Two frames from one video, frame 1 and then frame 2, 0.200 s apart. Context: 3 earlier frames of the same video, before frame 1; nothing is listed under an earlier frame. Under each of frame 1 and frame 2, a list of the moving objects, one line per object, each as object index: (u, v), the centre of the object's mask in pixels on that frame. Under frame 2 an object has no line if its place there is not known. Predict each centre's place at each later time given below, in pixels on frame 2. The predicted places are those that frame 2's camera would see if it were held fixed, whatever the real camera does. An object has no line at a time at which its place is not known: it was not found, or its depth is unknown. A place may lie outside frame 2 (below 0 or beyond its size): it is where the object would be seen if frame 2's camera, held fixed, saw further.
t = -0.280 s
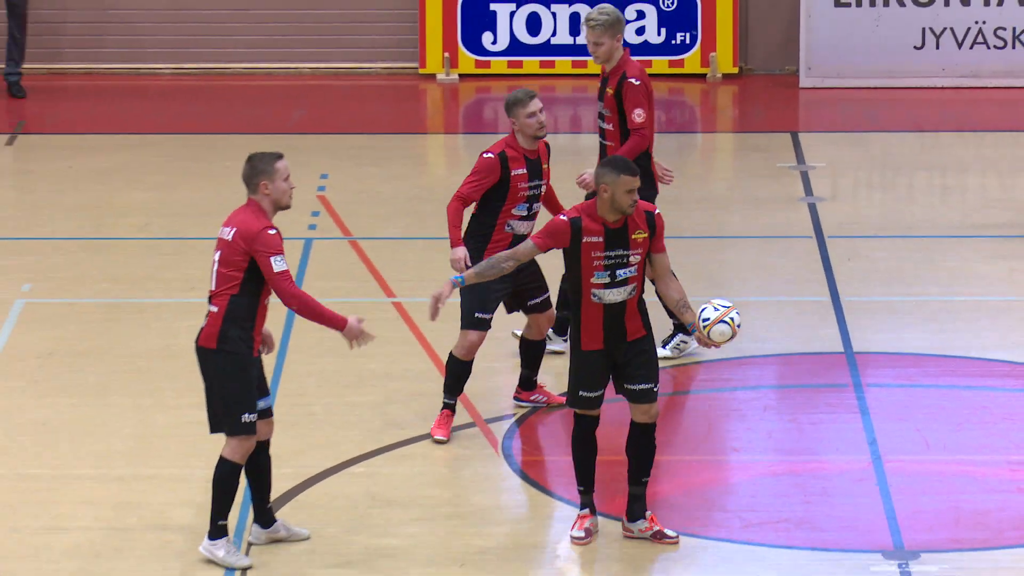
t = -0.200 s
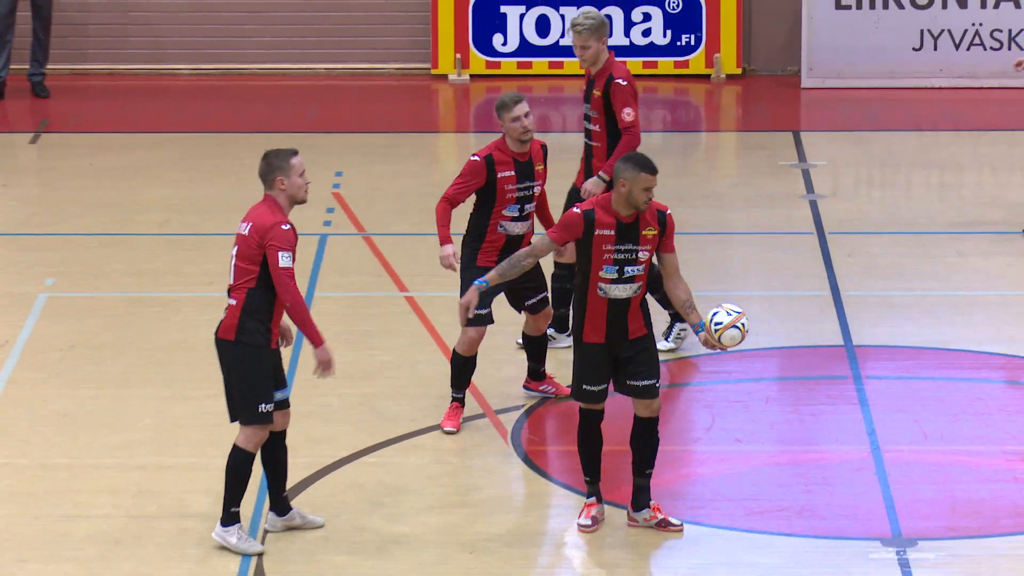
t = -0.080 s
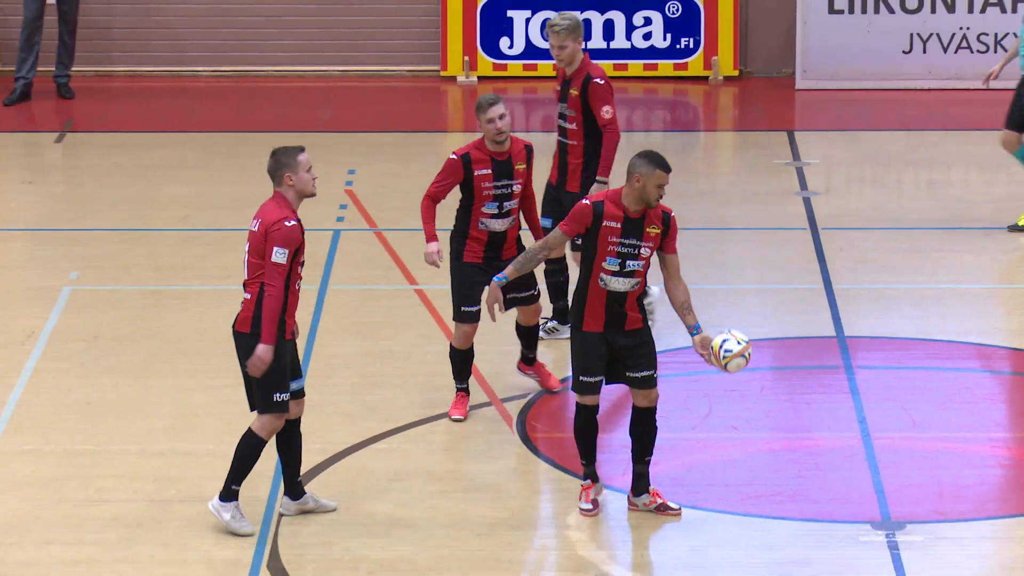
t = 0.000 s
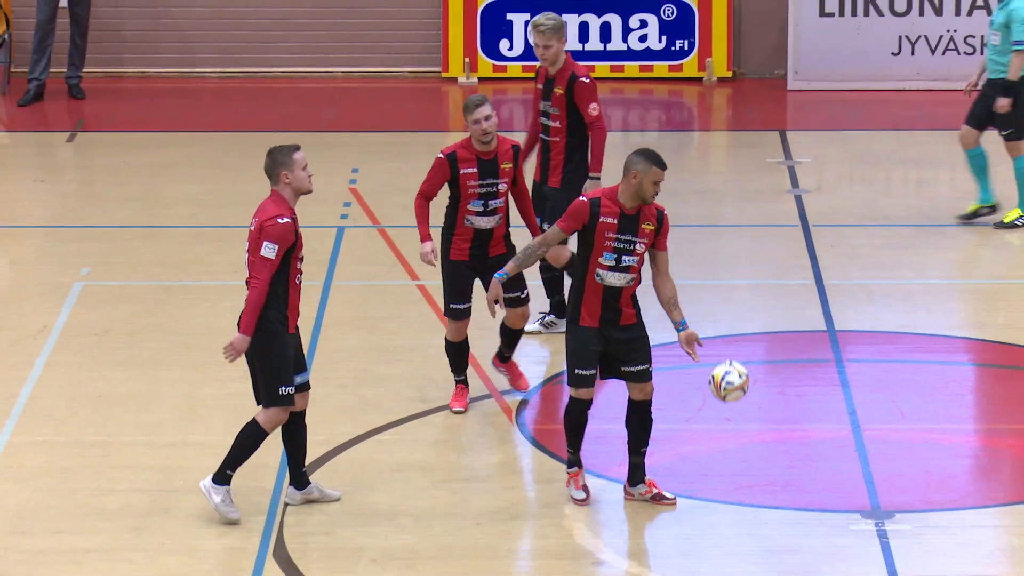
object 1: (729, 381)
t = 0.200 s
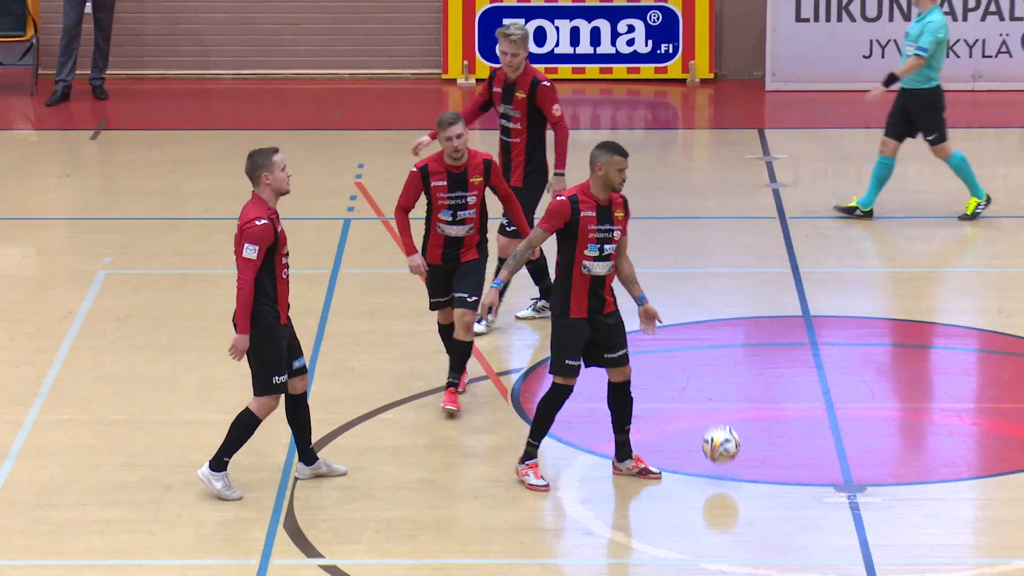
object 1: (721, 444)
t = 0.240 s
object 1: (723, 431)
